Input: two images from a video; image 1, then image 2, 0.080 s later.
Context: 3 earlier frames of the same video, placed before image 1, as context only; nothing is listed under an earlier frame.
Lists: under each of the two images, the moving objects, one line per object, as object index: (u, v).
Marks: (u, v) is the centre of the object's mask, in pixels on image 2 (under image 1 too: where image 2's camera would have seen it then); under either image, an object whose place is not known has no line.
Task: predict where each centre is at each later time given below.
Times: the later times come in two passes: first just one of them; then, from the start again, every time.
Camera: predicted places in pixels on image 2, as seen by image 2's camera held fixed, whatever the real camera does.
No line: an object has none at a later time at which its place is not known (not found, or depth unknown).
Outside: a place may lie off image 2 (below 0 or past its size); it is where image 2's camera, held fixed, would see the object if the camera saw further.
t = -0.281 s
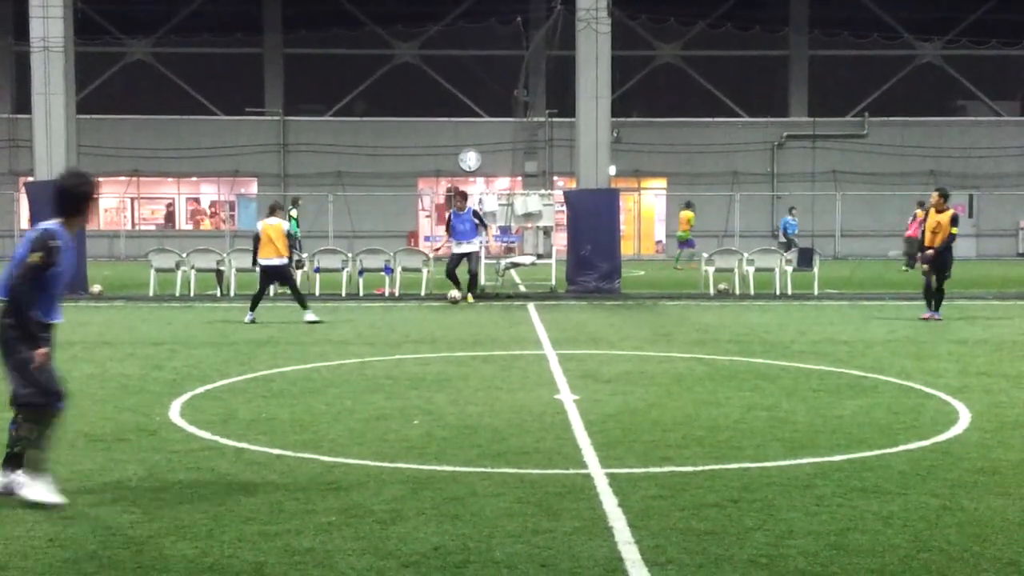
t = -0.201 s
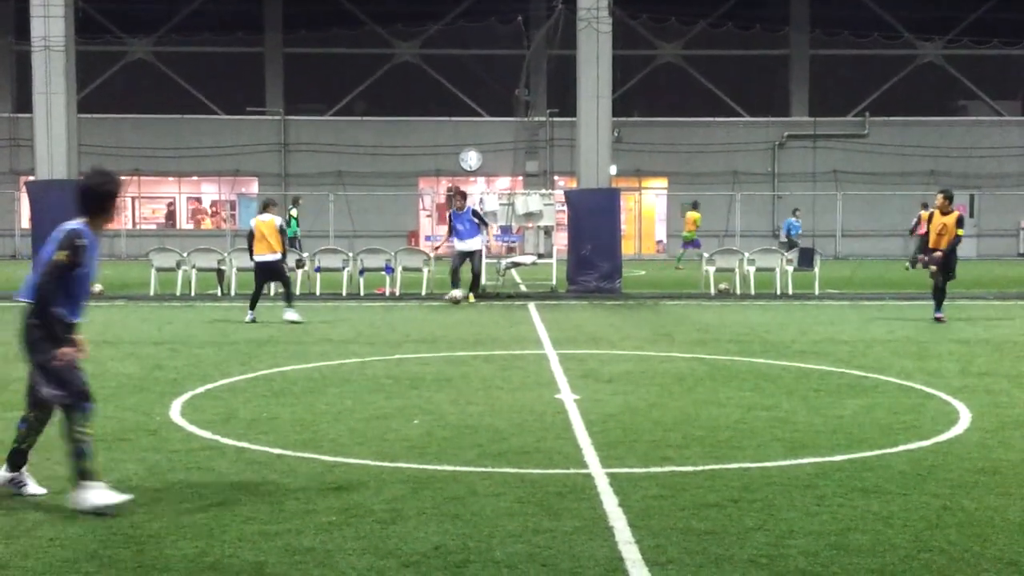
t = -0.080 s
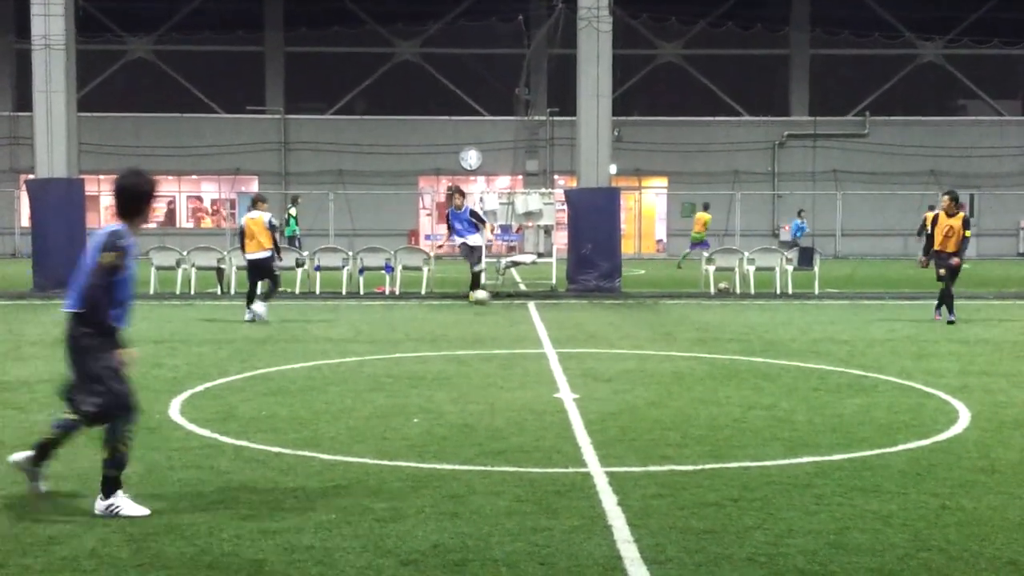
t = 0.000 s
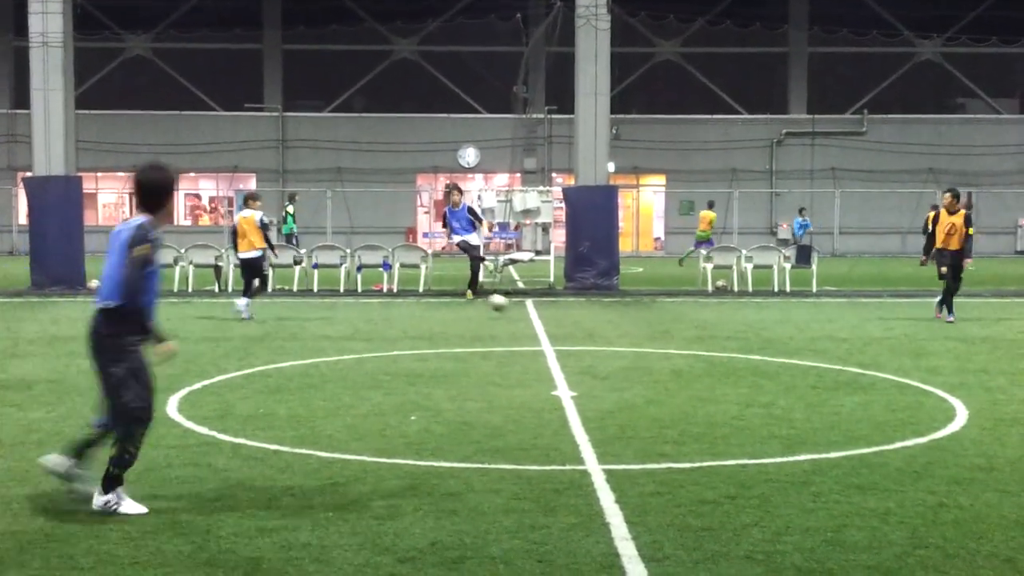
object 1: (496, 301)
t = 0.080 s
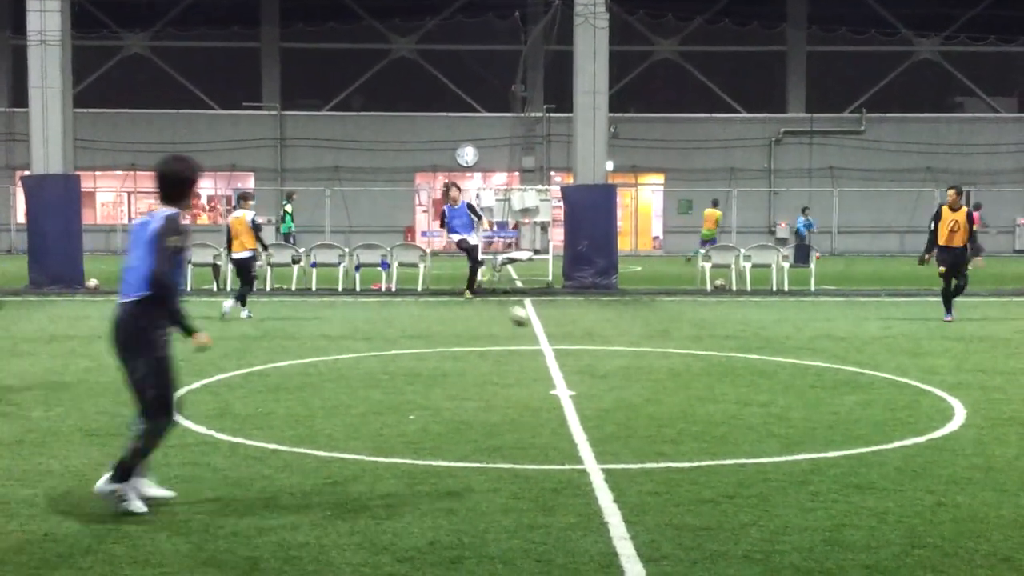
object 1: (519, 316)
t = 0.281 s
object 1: (585, 337)
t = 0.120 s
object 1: (531, 318)
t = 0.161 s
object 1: (545, 321)
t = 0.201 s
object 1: (557, 324)
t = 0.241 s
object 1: (570, 331)
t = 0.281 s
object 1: (585, 337)
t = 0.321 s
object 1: (600, 341)
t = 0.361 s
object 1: (615, 346)
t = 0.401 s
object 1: (631, 352)
